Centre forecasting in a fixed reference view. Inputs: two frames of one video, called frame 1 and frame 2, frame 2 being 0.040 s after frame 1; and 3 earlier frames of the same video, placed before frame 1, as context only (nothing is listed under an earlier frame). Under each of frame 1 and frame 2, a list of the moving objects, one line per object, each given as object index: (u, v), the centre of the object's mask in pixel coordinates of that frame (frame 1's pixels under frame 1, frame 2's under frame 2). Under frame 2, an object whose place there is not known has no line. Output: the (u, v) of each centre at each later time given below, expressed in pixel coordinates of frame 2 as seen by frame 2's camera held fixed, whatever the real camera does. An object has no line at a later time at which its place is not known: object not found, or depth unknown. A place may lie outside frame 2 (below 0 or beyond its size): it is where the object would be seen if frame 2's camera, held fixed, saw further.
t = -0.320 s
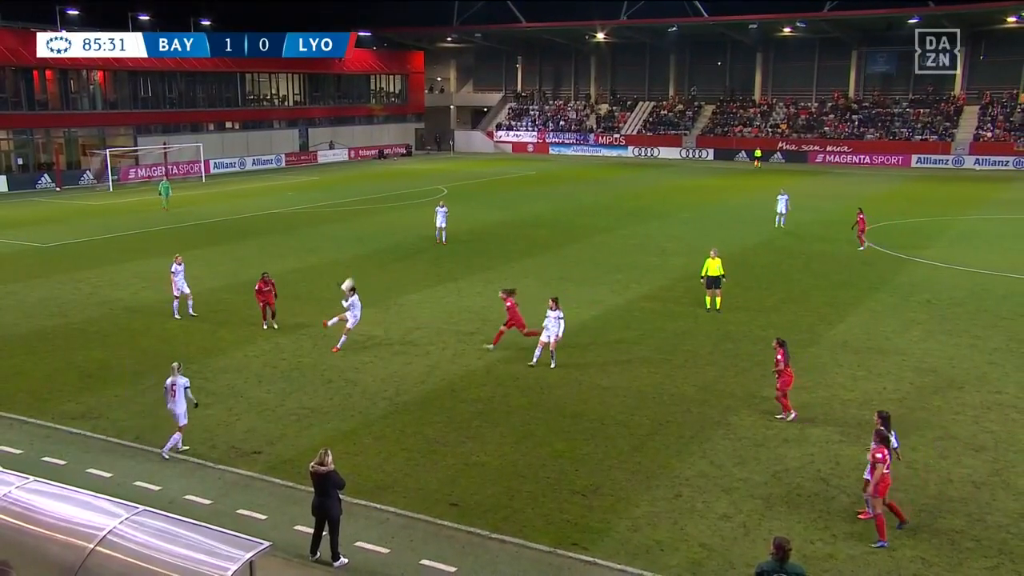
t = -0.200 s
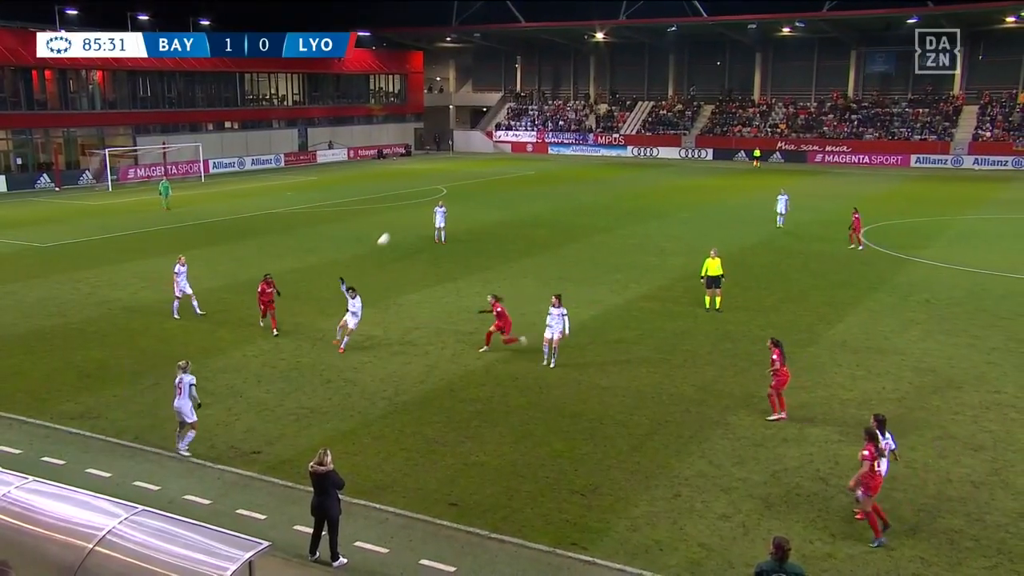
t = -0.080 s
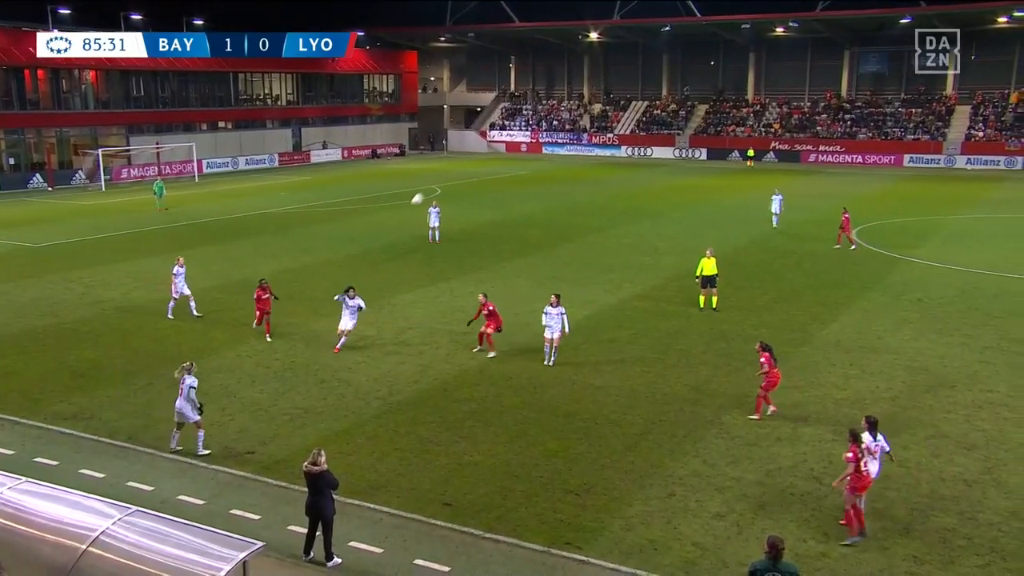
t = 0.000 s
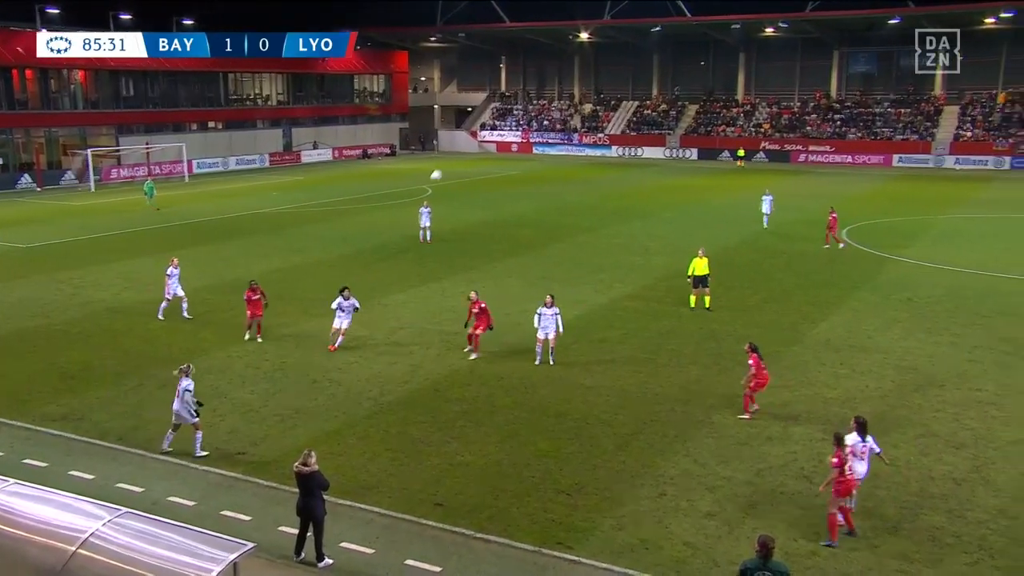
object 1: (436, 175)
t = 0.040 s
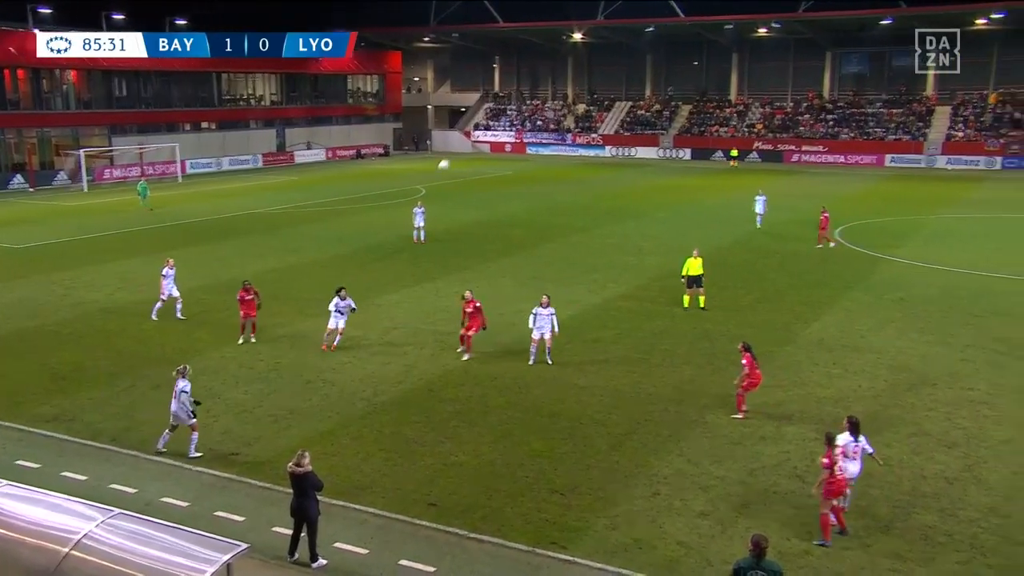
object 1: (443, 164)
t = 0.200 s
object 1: (495, 127)
